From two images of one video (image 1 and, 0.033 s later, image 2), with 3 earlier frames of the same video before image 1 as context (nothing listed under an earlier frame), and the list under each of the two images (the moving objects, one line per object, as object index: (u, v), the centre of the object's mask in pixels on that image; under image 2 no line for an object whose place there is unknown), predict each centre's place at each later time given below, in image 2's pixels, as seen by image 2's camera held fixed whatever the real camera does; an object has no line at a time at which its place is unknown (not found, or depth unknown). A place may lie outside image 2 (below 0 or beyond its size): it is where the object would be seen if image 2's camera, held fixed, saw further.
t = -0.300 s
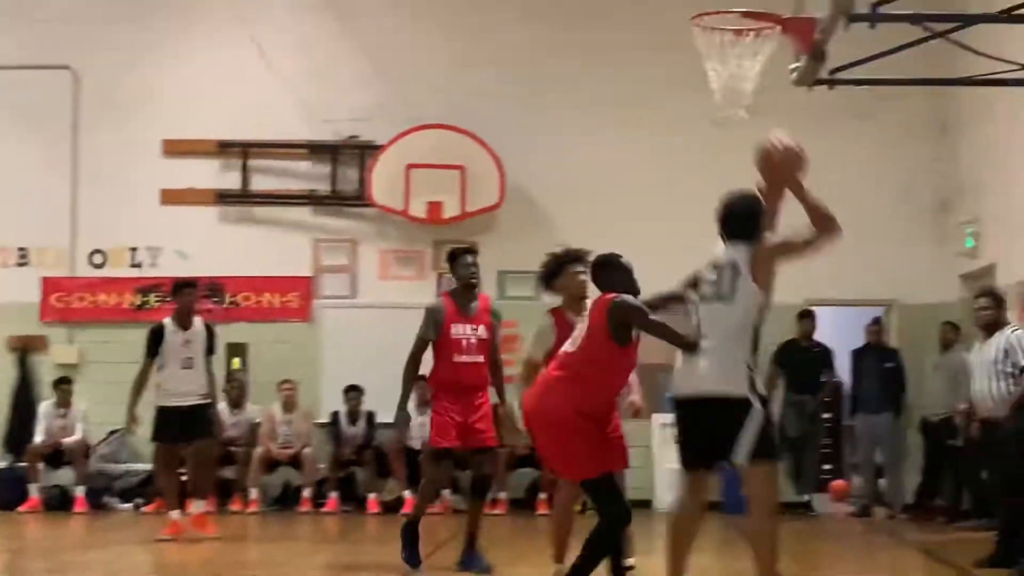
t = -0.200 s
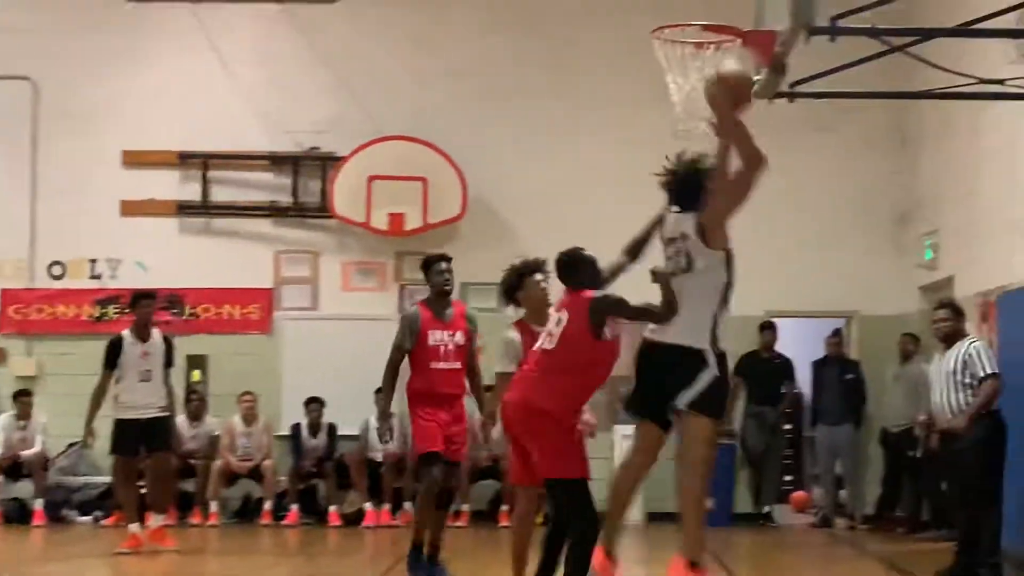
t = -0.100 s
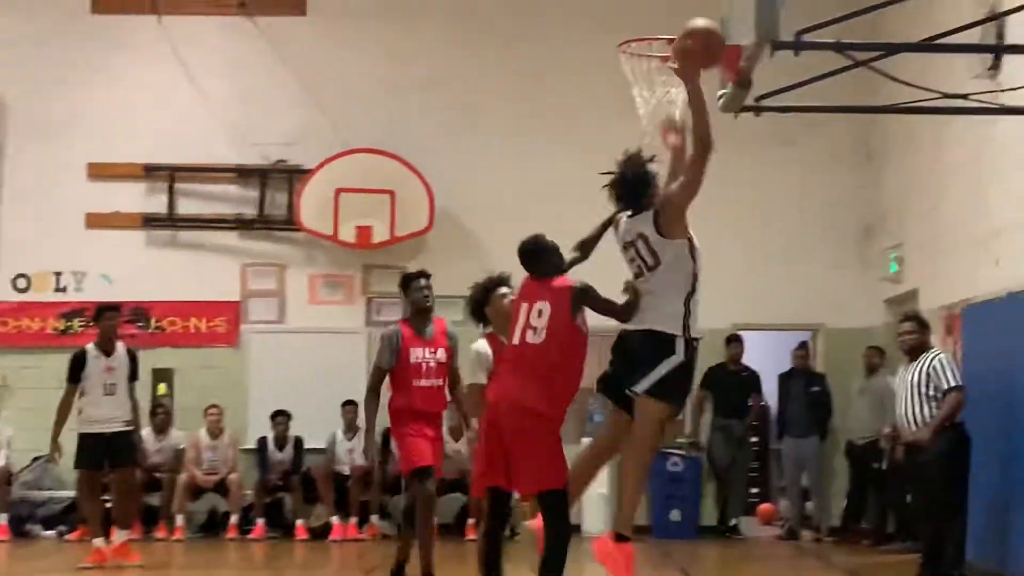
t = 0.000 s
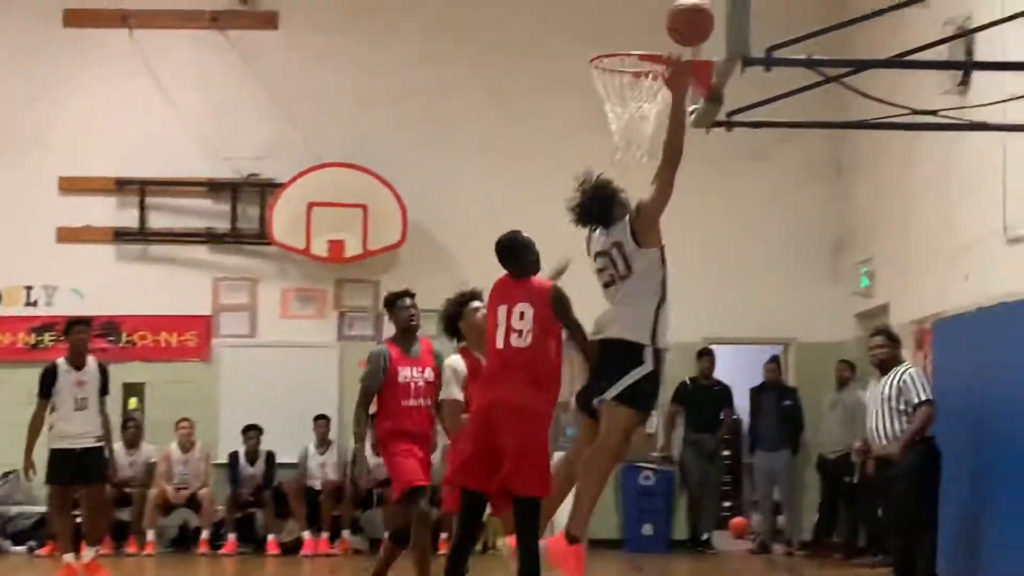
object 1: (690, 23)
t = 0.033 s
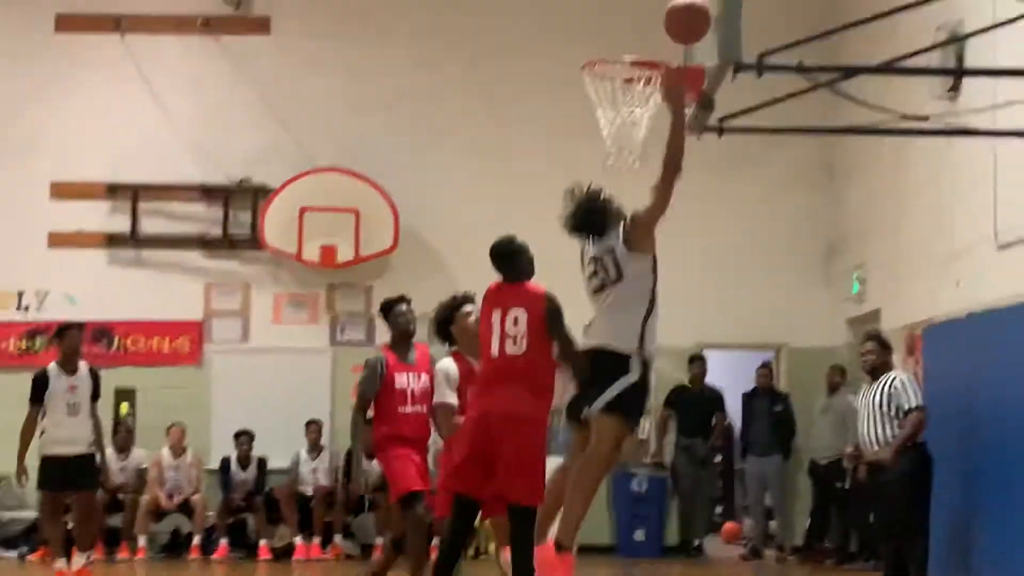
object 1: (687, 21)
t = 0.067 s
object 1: (689, 17)
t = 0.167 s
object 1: (678, 14)
